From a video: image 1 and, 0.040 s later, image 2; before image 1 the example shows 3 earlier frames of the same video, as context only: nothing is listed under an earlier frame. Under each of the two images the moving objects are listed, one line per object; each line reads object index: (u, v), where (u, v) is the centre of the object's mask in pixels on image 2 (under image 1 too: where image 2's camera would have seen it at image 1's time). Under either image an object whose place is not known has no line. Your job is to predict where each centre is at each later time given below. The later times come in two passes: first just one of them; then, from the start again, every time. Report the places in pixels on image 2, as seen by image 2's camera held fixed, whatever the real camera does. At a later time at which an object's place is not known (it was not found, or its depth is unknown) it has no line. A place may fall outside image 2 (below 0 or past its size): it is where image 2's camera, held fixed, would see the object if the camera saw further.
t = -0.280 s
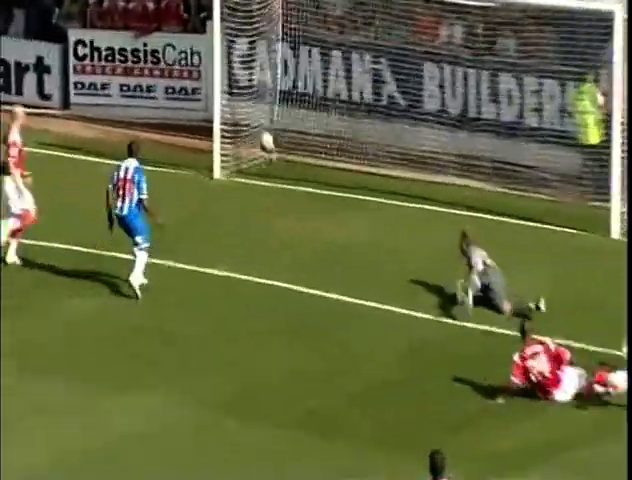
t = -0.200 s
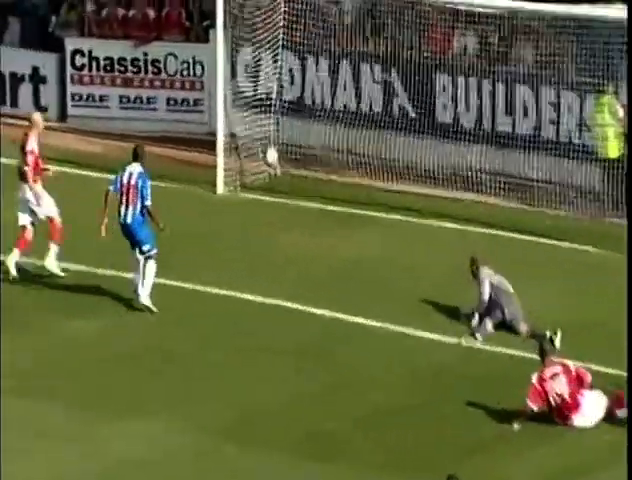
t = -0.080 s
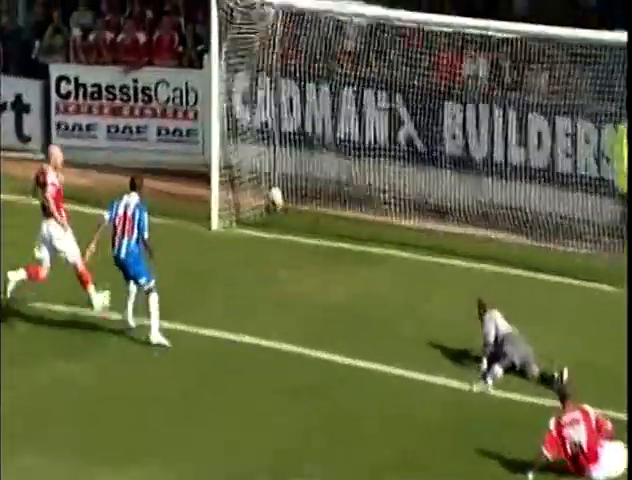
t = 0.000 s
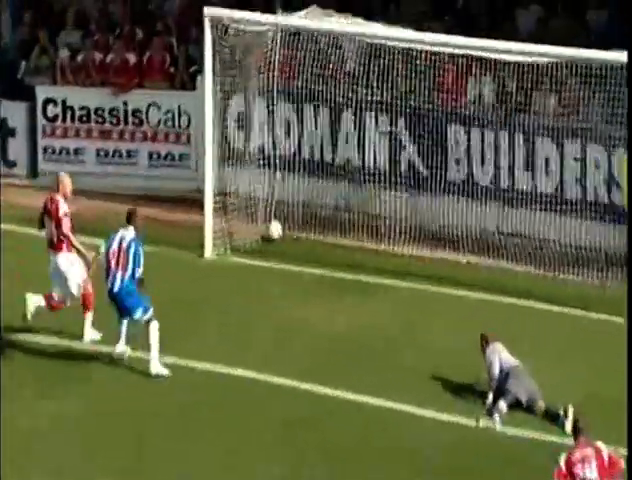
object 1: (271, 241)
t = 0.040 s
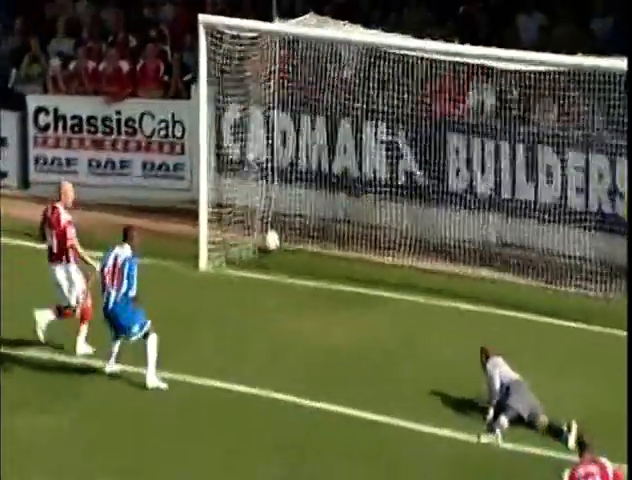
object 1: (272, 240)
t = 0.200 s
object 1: (272, 247)
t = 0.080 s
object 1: (273, 240)
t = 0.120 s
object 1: (270, 242)
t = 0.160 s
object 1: (269, 244)
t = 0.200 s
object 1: (272, 247)
